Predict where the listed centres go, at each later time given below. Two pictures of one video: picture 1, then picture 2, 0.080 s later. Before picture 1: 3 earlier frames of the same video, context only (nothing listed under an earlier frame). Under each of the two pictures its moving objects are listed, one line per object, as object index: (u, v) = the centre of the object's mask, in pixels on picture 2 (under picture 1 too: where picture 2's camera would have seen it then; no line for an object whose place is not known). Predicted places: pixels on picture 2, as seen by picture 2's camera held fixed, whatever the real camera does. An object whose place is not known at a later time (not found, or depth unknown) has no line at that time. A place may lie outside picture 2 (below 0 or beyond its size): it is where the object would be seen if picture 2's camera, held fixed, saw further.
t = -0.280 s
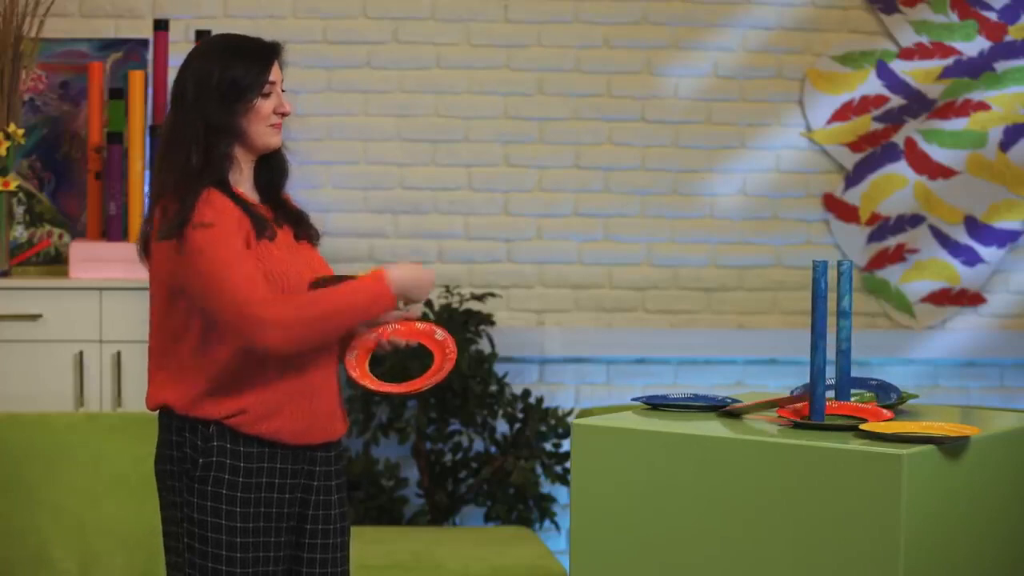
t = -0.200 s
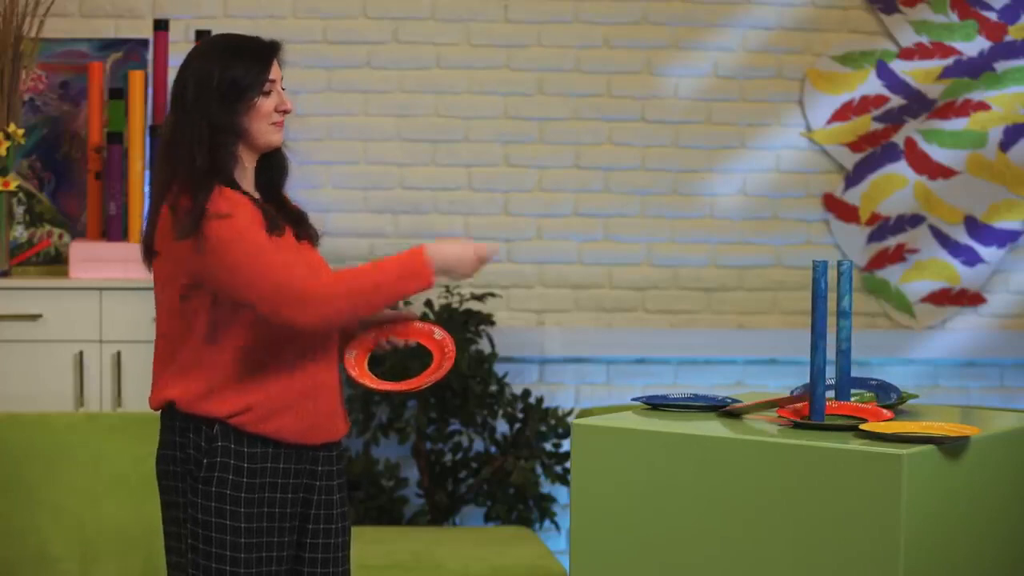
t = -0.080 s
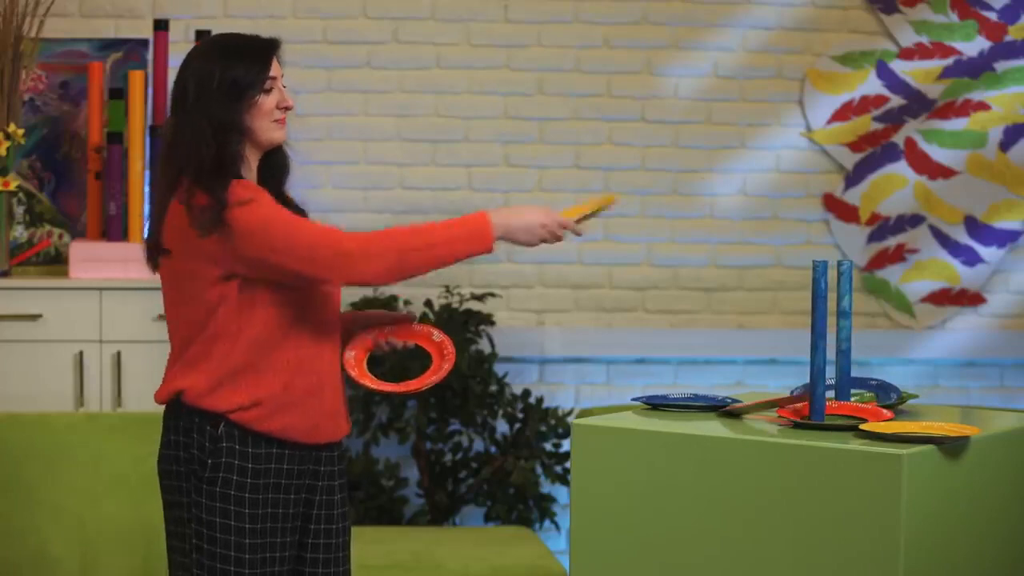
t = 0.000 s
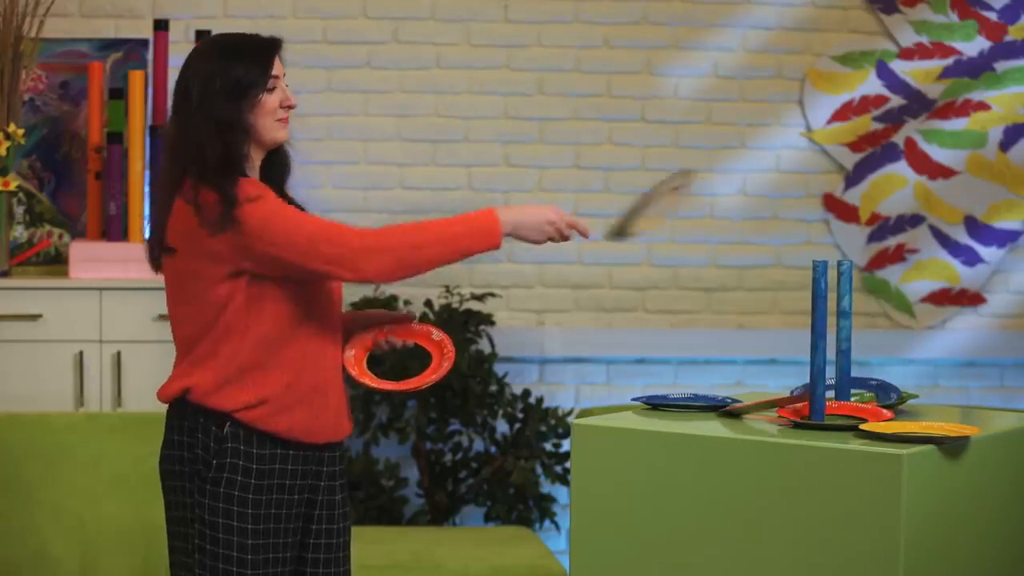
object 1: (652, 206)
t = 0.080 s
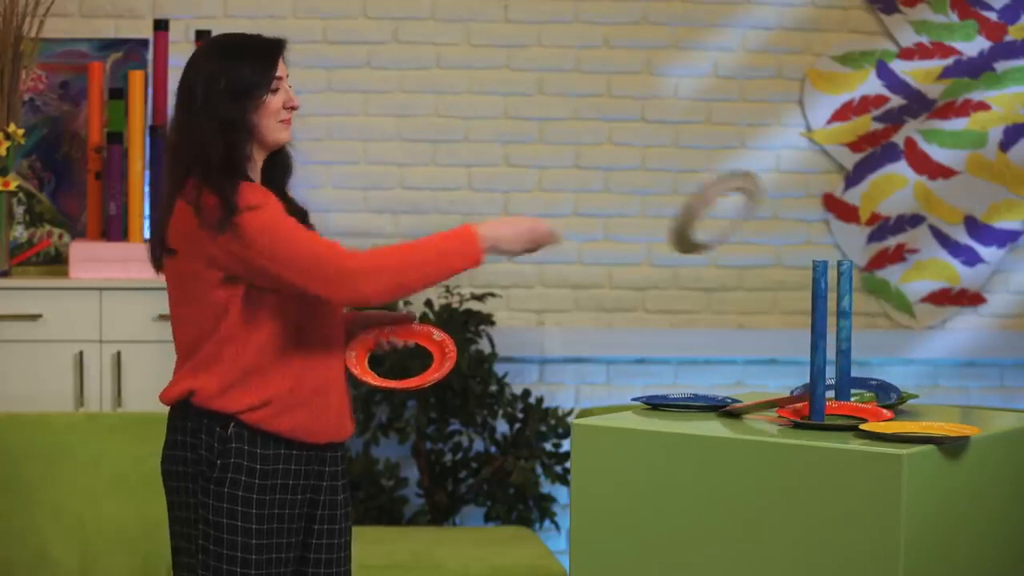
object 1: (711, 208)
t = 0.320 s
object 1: (866, 327)
